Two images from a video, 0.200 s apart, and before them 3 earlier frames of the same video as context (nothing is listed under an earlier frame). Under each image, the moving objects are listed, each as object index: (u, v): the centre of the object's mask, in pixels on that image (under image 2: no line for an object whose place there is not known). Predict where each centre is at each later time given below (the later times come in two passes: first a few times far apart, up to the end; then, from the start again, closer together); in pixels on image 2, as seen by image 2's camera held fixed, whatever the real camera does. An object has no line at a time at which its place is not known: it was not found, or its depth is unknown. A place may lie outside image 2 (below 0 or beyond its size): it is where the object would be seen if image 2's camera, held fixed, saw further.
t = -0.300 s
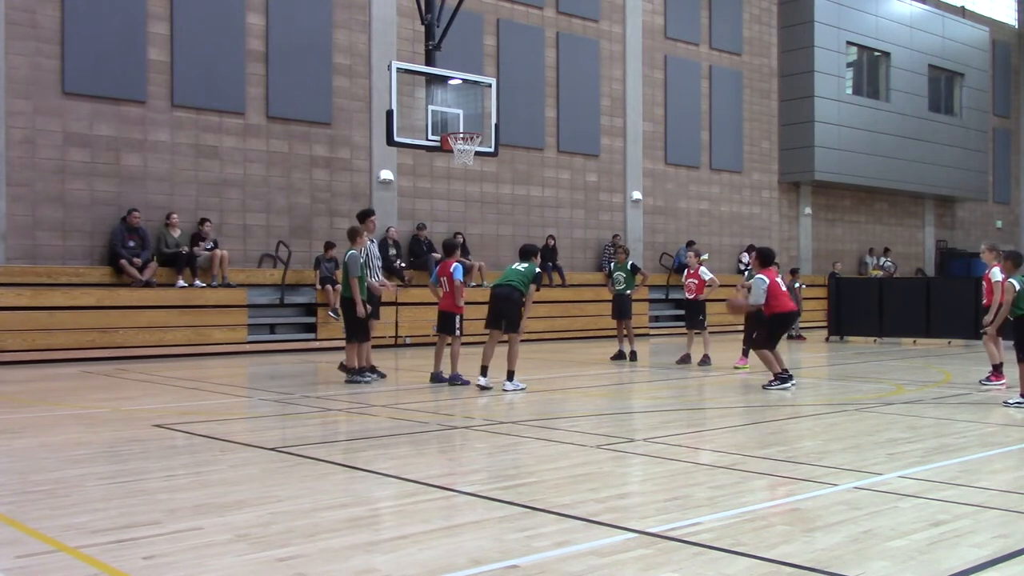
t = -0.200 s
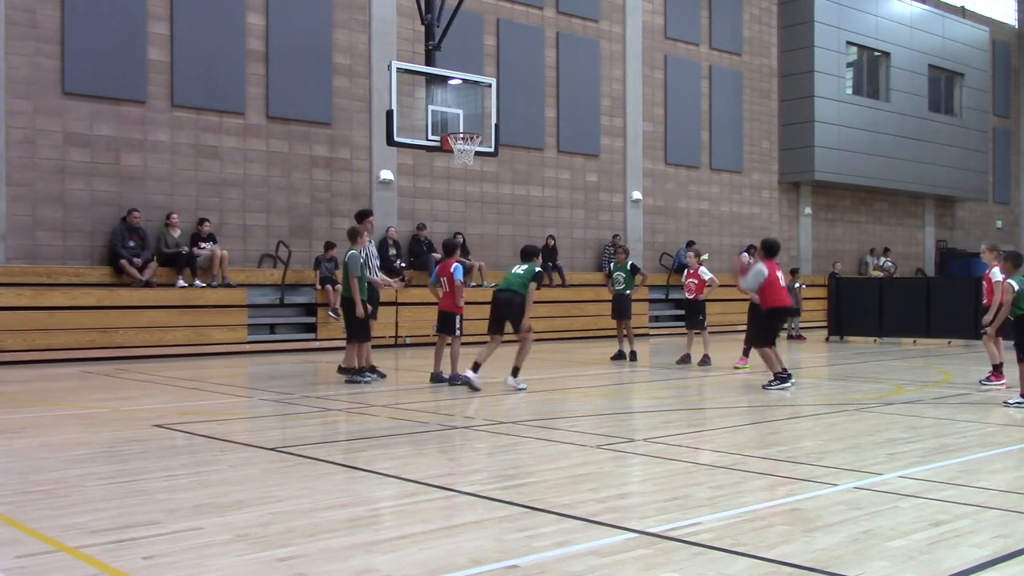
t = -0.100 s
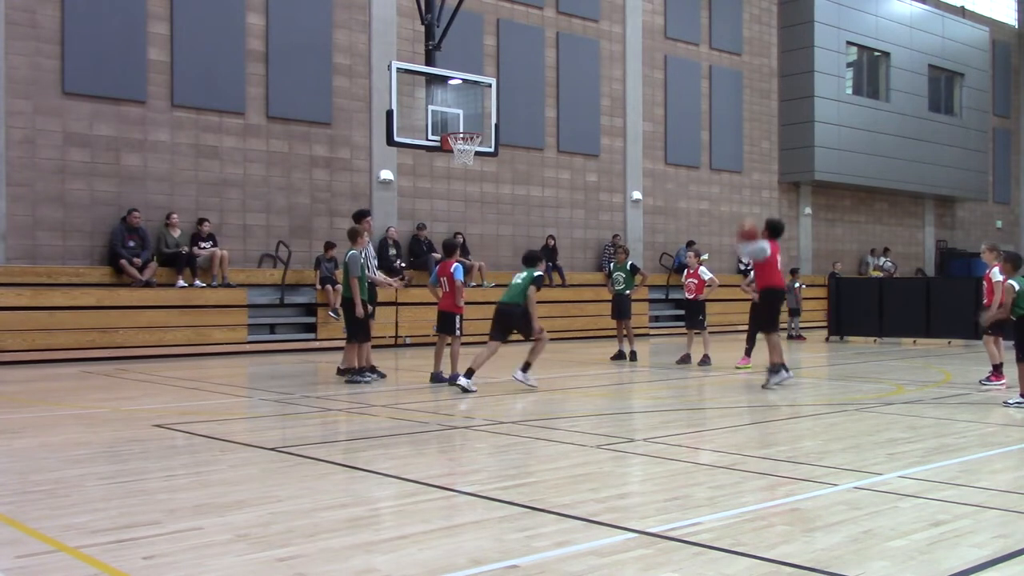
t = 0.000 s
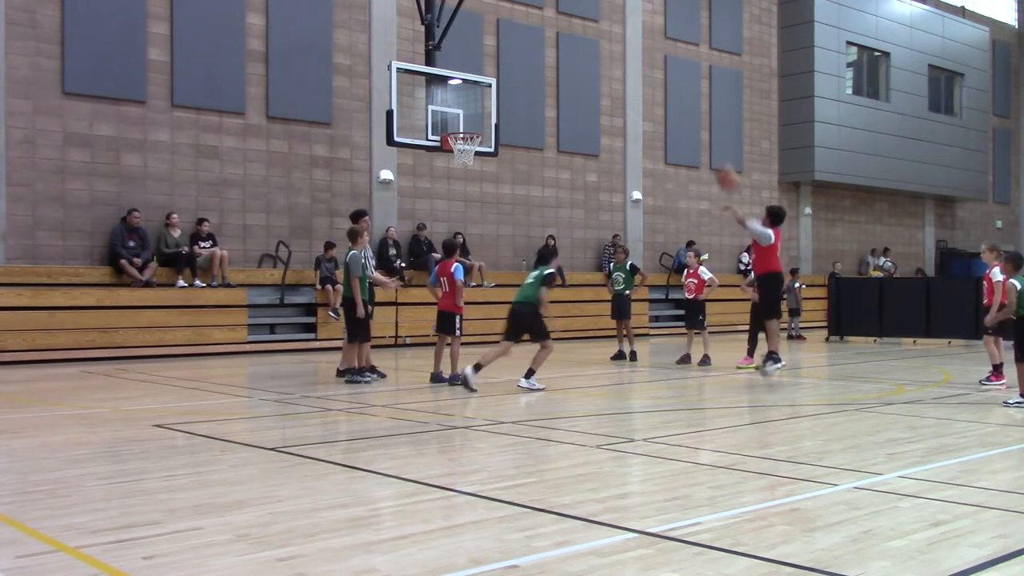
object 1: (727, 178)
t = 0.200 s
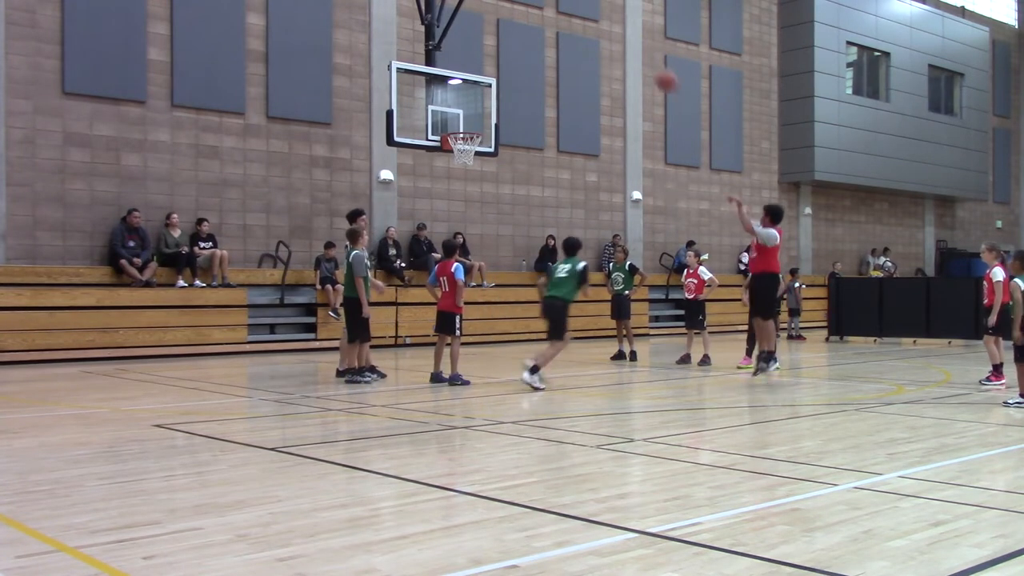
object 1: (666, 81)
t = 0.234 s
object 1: (657, 68)
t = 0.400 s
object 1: (612, 26)
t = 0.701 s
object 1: (542, 11)
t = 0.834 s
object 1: (513, 28)
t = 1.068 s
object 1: (468, 83)
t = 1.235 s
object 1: (443, 122)
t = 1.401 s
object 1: (446, 104)
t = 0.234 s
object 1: (657, 68)
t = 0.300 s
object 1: (638, 49)
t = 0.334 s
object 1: (629, 40)
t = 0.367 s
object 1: (620, 33)
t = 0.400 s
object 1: (612, 26)
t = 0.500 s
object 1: (588, 13)
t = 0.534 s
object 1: (580, 9)
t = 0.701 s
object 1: (542, 11)
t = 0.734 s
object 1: (535, 13)
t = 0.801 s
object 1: (520, 22)
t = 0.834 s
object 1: (513, 28)
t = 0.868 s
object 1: (506, 32)
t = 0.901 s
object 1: (501, 39)
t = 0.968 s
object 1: (486, 57)
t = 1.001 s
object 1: (480, 64)
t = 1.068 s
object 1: (468, 83)
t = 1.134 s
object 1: (455, 104)
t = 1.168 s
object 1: (449, 118)
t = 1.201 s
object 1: (442, 128)
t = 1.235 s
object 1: (443, 122)
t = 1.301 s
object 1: (444, 113)
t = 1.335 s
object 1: (445, 110)
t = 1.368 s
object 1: (446, 107)
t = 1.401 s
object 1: (446, 104)
